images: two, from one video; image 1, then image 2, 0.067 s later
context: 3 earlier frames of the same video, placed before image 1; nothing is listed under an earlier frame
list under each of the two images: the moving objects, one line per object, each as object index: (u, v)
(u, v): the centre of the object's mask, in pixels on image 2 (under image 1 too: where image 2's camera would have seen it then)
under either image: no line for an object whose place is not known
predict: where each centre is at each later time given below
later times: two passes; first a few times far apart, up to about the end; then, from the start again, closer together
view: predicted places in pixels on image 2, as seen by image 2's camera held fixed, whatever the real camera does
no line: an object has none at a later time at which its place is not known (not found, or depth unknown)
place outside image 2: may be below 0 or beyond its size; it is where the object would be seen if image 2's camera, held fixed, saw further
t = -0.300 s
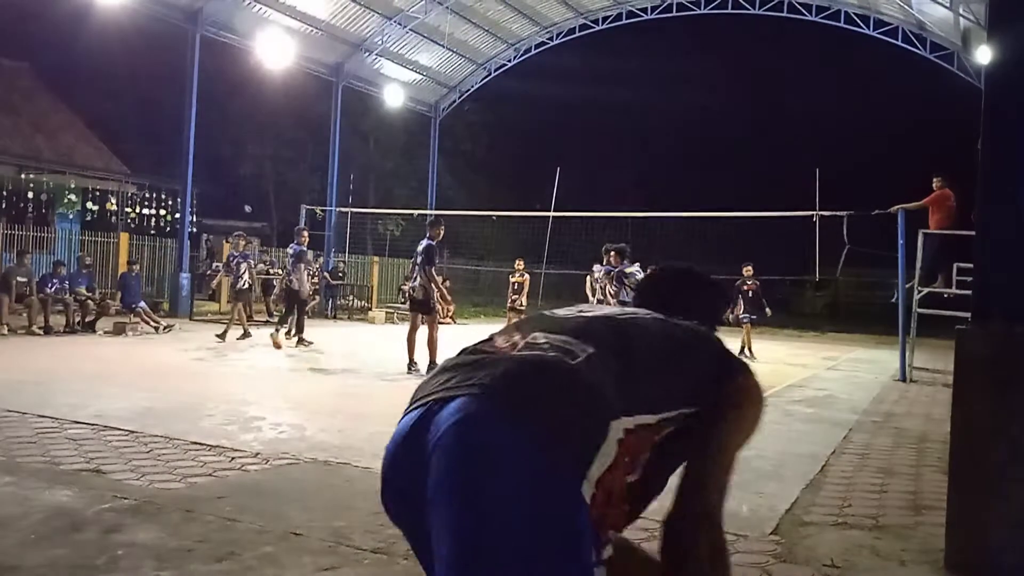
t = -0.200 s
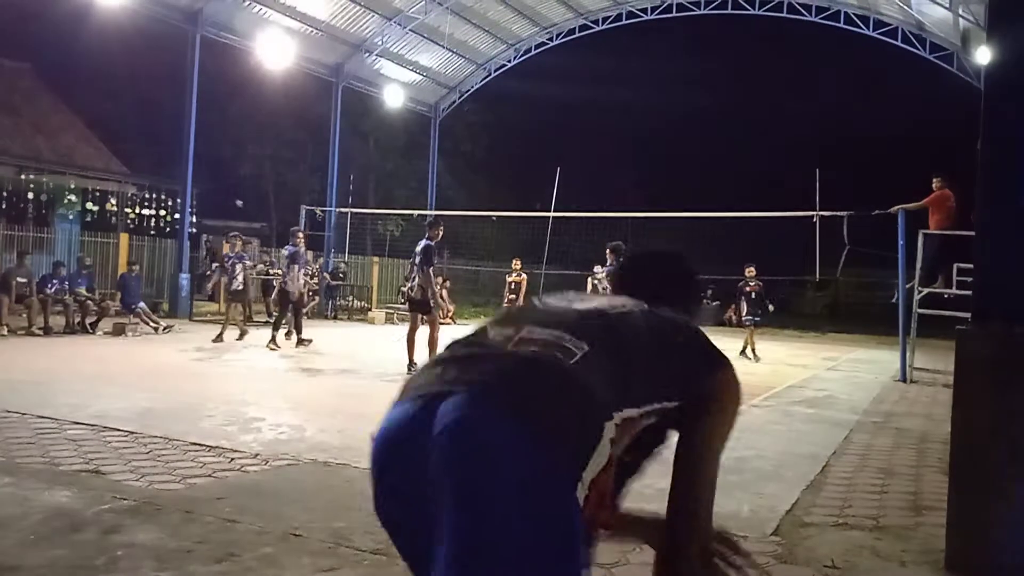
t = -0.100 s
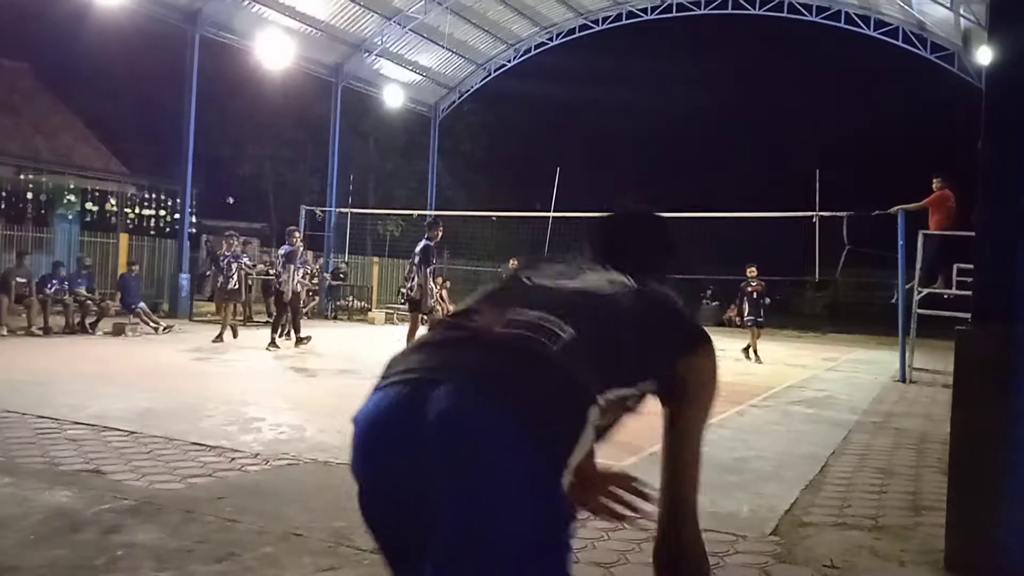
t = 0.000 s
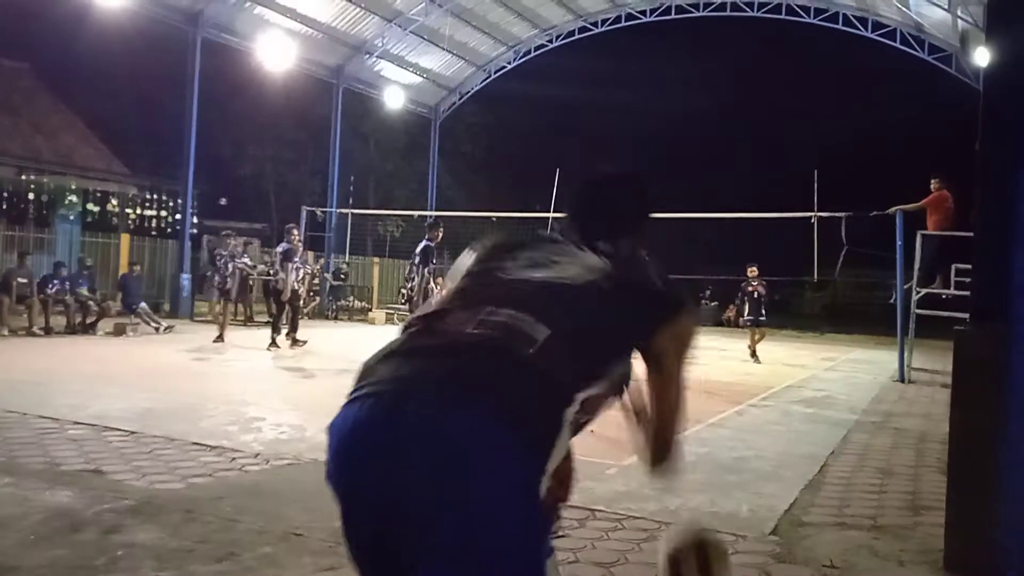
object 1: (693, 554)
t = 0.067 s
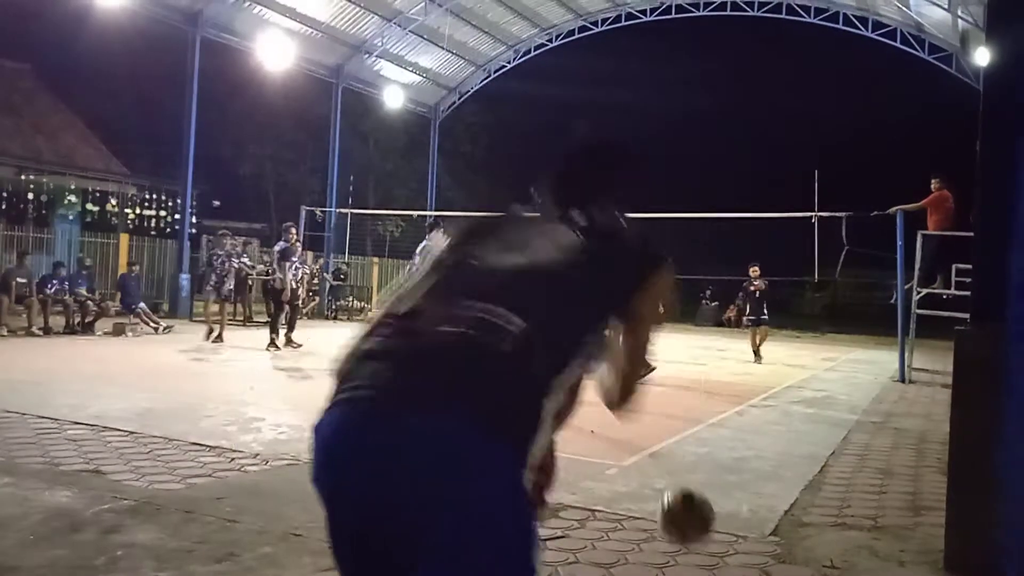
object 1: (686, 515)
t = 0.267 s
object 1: (675, 449)
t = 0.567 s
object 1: (670, 396)
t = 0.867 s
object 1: (669, 377)
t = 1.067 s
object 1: (669, 374)
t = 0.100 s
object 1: (682, 503)
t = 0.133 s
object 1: (680, 497)
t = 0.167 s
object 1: (677, 492)
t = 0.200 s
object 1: (676, 491)
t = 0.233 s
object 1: (675, 471)
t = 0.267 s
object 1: (675, 449)
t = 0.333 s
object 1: (673, 422)
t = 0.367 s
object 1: (673, 412)
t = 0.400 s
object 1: (673, 404)
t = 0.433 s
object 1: (672, 399)
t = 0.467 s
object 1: (671, 395)
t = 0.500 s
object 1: (671, 394)
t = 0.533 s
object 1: (670, 394)
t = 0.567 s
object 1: (670, 396)
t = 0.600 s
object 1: (669, 399)
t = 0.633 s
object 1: (668, 403)
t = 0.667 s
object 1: (668, 408)
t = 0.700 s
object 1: (668, 400)
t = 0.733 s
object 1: (668, 393)
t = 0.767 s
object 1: (669, 386)
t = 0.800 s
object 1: (669, 382)
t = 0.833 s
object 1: (669, 379)
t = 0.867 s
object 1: (669, 377)
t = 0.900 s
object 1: (669, 377)
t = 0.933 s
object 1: (669, 377)
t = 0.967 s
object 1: (669, 379)
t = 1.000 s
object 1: (669, 381)
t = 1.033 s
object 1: (669, 380)
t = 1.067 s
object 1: (669, 374)
